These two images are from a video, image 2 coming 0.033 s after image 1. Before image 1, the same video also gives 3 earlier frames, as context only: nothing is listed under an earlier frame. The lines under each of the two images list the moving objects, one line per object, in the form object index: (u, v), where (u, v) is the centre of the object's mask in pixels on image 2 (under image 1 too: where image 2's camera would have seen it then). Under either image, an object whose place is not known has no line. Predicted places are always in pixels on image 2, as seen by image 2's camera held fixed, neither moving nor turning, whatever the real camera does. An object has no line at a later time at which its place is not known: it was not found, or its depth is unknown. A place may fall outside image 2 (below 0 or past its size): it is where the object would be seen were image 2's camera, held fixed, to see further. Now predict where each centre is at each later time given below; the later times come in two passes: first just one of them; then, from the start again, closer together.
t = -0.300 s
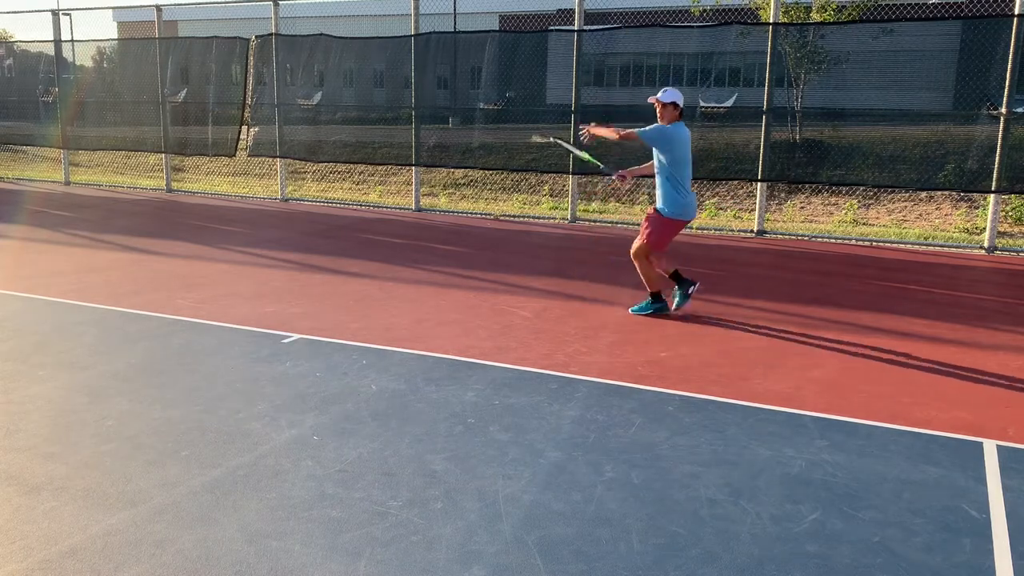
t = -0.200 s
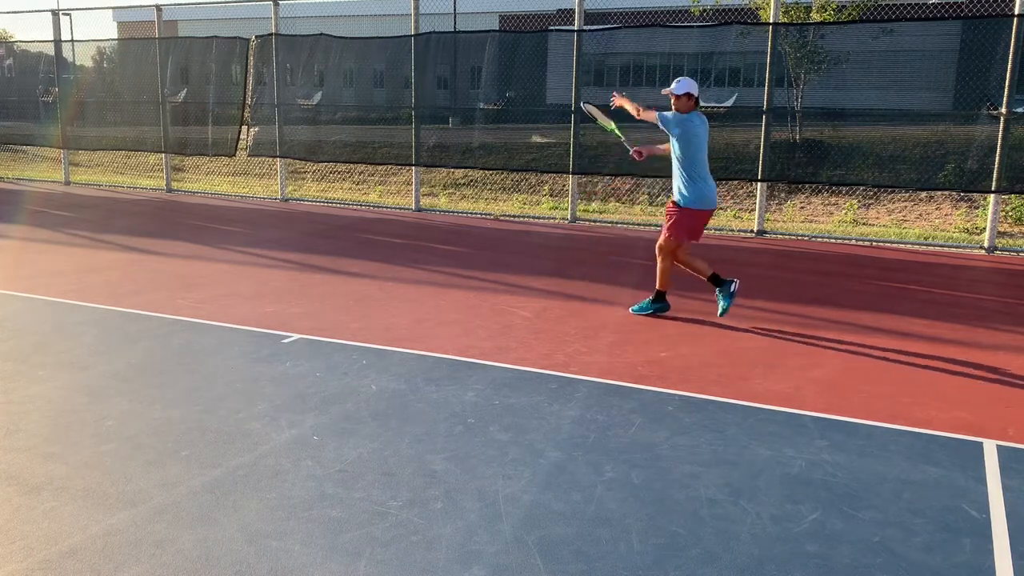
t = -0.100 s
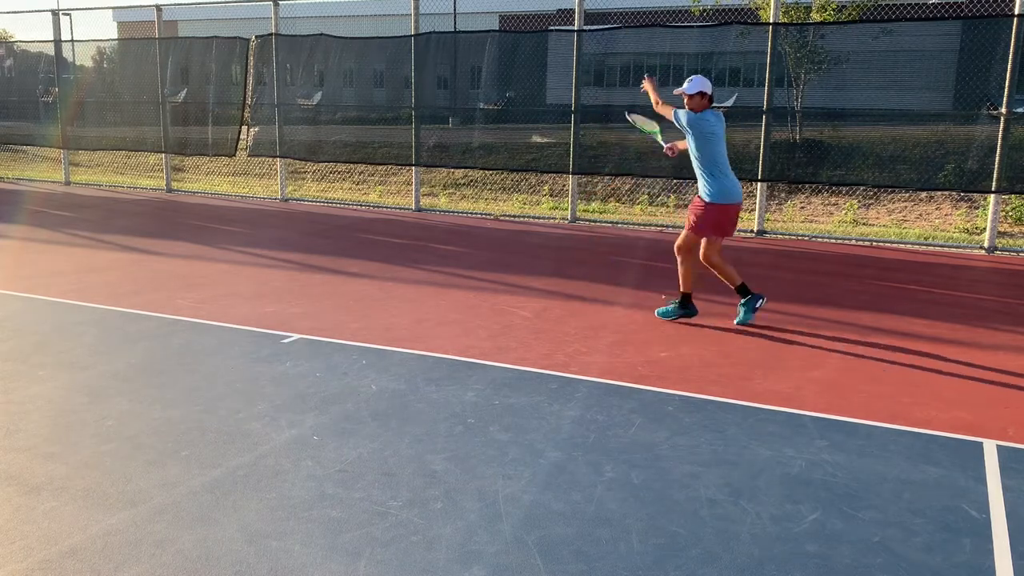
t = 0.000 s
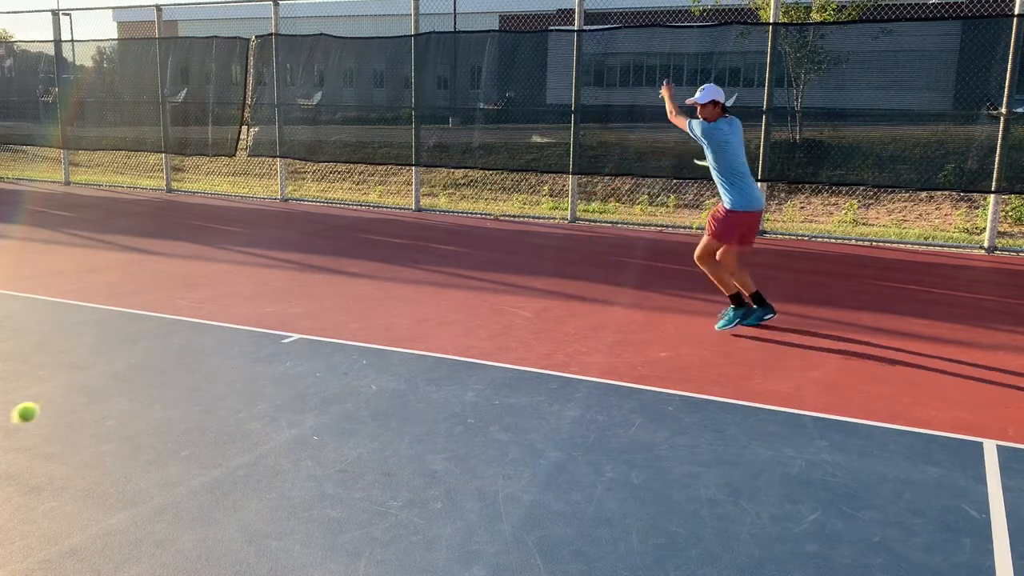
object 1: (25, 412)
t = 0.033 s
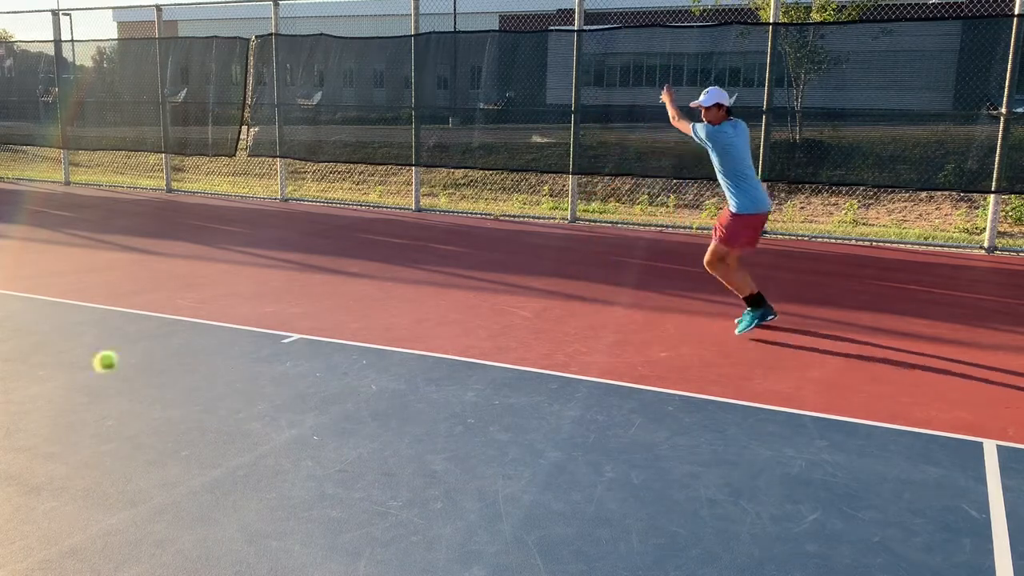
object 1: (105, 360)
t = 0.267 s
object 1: (464, 192)
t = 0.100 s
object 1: (239, 284)
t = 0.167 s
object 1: (344, 233)
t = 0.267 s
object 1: (464, 192)
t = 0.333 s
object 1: (527, 181)
